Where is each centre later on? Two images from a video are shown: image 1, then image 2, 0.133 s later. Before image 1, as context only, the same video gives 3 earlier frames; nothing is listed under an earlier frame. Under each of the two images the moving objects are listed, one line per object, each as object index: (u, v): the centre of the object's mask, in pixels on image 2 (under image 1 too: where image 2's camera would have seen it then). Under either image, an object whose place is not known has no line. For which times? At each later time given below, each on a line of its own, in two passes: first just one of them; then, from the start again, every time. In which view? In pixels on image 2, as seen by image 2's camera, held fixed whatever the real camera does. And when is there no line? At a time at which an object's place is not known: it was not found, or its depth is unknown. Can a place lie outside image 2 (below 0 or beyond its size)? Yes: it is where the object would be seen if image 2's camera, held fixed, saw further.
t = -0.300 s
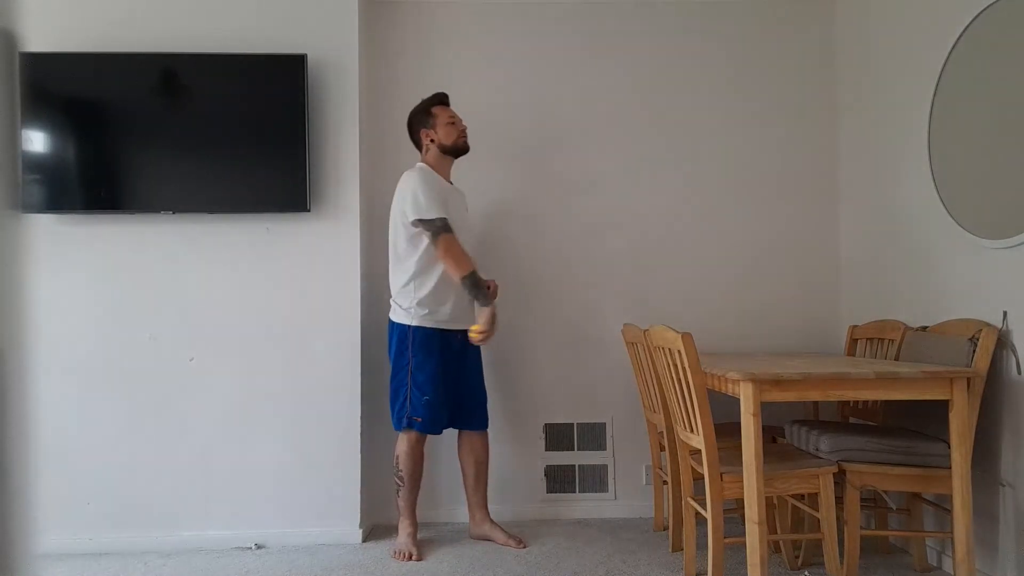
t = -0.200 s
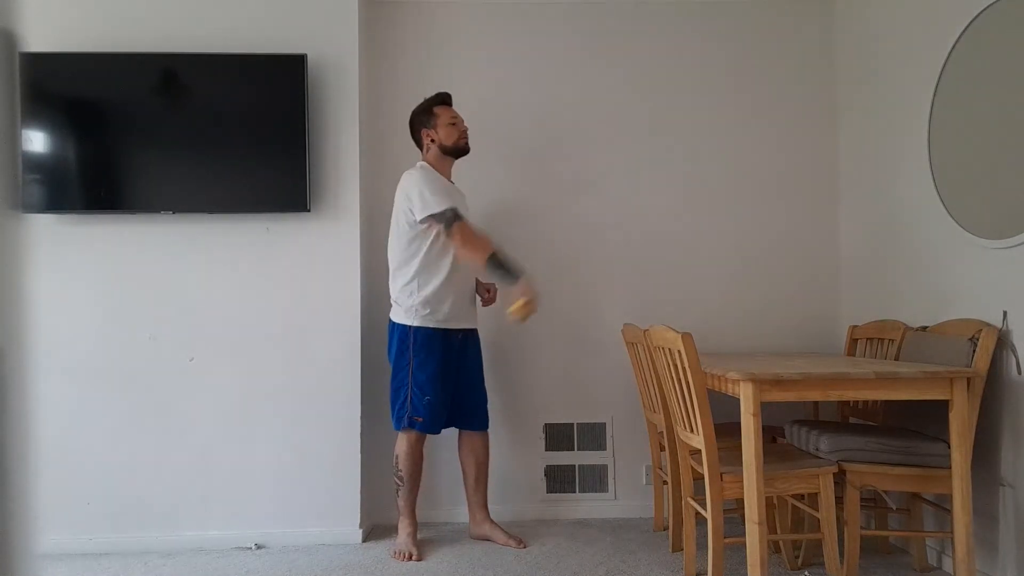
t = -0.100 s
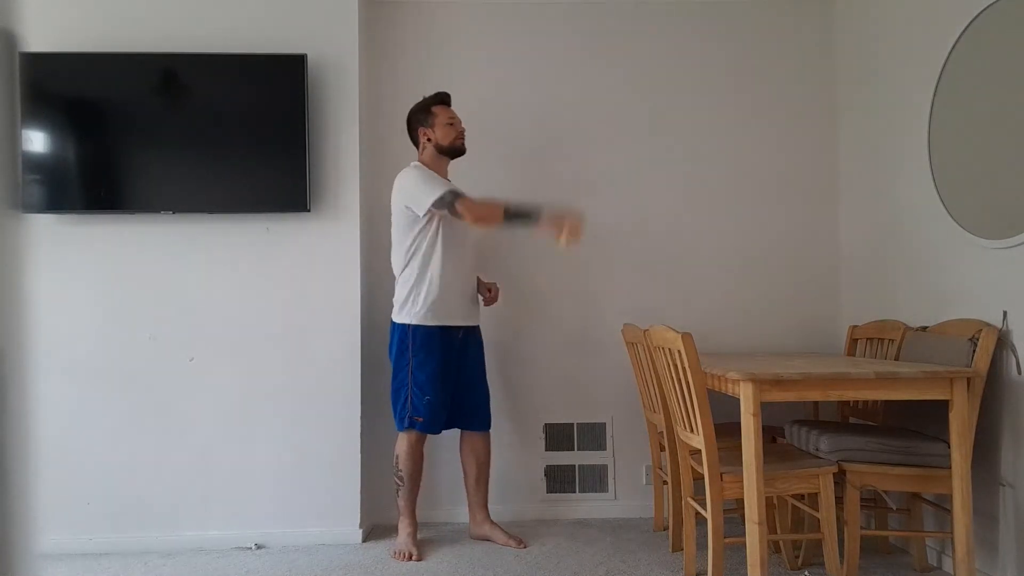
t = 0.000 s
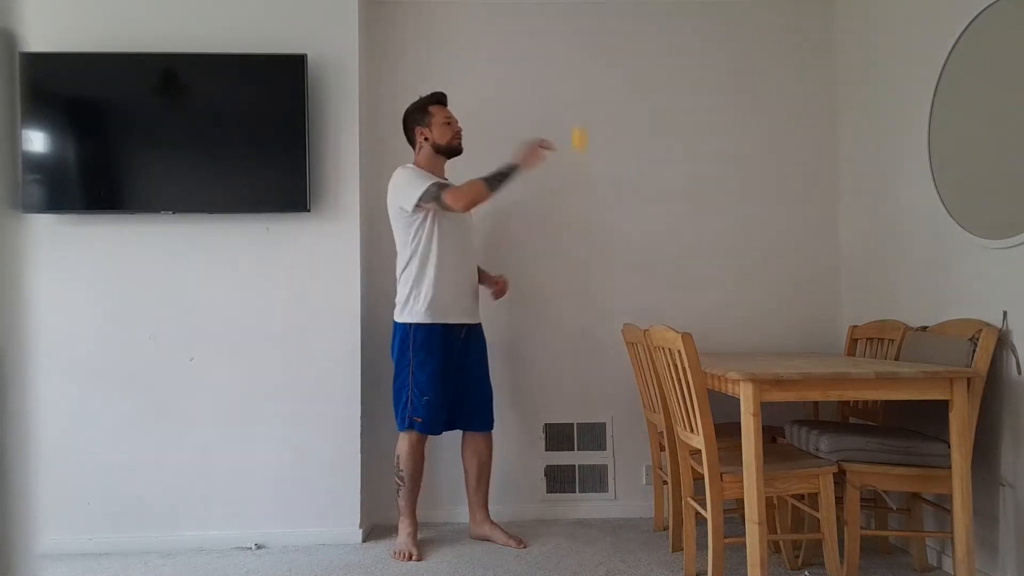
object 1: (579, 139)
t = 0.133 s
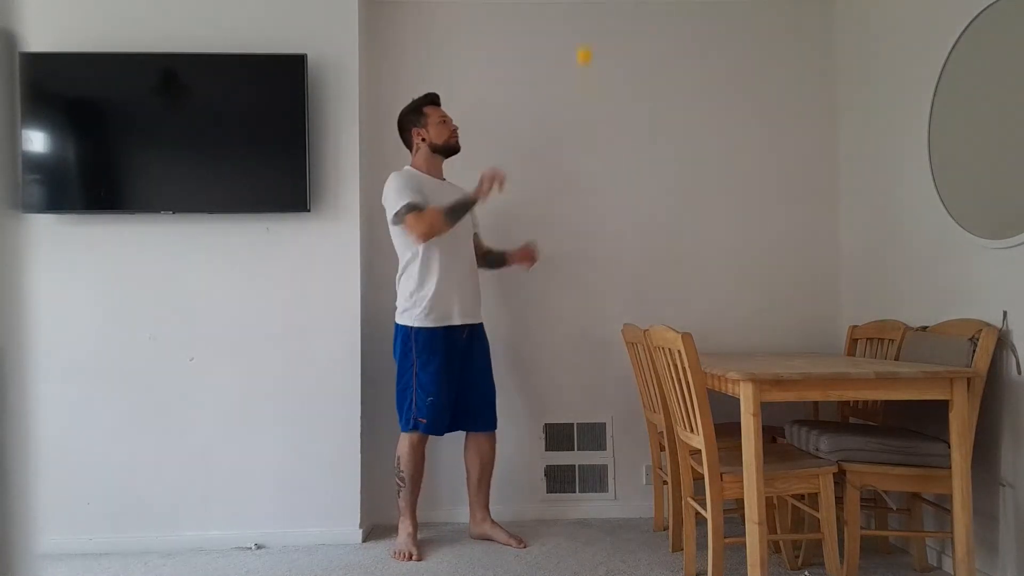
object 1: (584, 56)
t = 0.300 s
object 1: (591, 13)
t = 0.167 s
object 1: (585, 42)
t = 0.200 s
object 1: (588, 31)
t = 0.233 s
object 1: (589, 22)
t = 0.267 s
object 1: (590, 16)
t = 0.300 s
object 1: (591, 13)
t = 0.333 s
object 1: (592, 14)
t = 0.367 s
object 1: (594, 15)
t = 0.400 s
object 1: (596, 21)
